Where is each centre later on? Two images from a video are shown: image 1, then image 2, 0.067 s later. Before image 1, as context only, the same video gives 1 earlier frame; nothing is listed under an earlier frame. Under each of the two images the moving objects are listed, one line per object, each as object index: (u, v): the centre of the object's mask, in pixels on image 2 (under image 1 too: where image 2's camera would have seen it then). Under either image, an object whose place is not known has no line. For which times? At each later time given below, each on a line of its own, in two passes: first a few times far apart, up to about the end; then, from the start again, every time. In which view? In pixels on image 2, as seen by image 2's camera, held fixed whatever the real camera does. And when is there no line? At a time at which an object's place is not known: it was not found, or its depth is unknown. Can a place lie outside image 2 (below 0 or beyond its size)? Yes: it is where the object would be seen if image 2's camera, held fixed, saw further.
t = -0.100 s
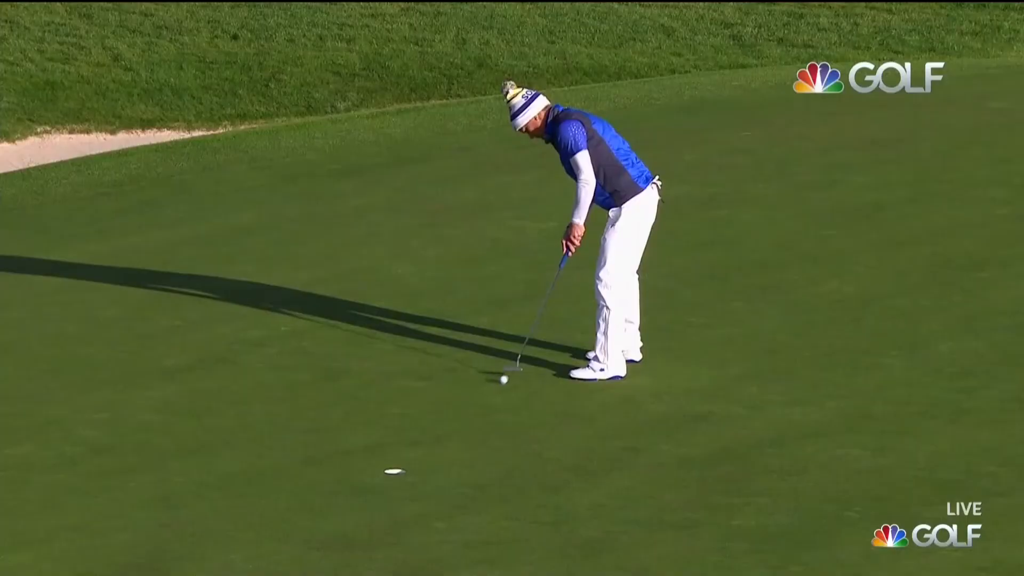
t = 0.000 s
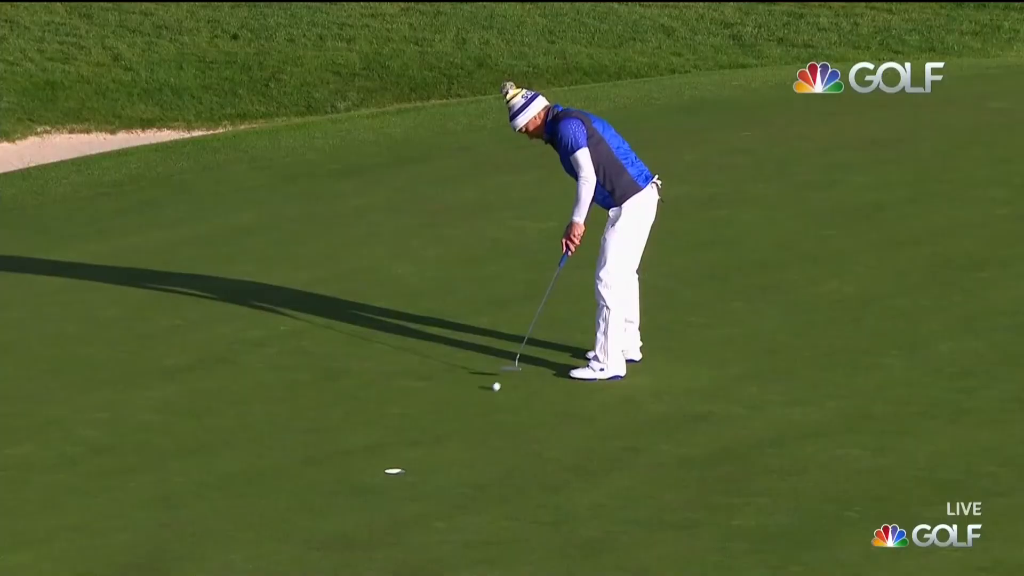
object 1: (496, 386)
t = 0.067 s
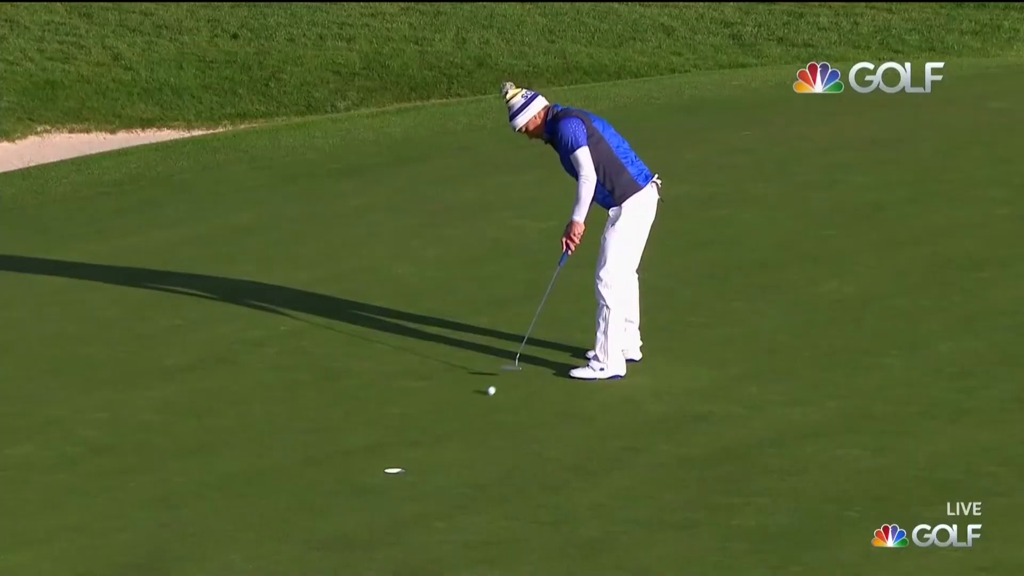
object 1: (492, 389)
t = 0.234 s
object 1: (479, 401)
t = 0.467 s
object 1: (463, 416)
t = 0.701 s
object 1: (449, 428)
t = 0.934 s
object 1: (434, 439)
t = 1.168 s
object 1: (421, 448)
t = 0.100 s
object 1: (489, 392)
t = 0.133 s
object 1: (487, 394)
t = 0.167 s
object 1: (484, 397)
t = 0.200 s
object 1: (482, 399)
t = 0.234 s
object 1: (479, 401)
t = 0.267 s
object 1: (477, 403)
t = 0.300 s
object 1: (475, 405)
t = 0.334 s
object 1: (472, 408)
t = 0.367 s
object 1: (470, 410)
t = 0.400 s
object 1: (468, 412)
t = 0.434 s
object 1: (465, 414)
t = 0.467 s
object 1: (463, 416)
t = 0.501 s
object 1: (461, 417)
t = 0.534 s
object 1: (459, 419)
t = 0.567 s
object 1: (456, 421)
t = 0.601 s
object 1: (454, 423)
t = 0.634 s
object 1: (452, 425)
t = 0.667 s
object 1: (450, 426)
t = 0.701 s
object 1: (449, 428)
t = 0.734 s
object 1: (447, 430)
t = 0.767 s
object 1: (445, 431)
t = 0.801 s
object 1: (443, 433)
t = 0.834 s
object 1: (441, 434)
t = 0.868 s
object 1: (439, 436)
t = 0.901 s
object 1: (437, 437)
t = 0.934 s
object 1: (434, 439)
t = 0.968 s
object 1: (433, 440)
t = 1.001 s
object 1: (431, 442)
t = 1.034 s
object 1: (429, 443)
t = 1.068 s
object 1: (427, 444)
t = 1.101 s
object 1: (425, 446)
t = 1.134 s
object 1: (423, 447)
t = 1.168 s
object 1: (421, 448)
